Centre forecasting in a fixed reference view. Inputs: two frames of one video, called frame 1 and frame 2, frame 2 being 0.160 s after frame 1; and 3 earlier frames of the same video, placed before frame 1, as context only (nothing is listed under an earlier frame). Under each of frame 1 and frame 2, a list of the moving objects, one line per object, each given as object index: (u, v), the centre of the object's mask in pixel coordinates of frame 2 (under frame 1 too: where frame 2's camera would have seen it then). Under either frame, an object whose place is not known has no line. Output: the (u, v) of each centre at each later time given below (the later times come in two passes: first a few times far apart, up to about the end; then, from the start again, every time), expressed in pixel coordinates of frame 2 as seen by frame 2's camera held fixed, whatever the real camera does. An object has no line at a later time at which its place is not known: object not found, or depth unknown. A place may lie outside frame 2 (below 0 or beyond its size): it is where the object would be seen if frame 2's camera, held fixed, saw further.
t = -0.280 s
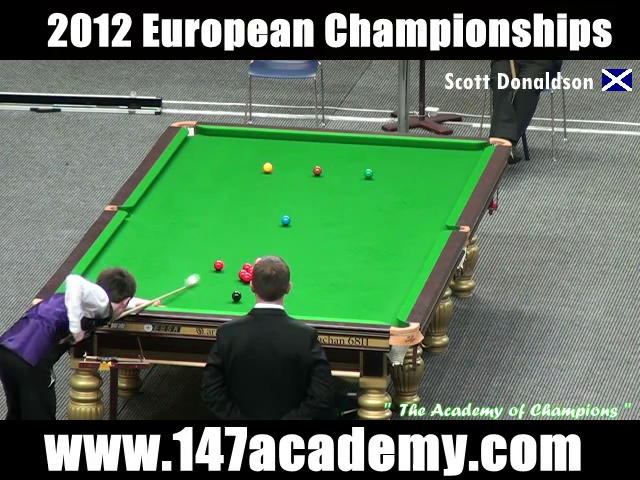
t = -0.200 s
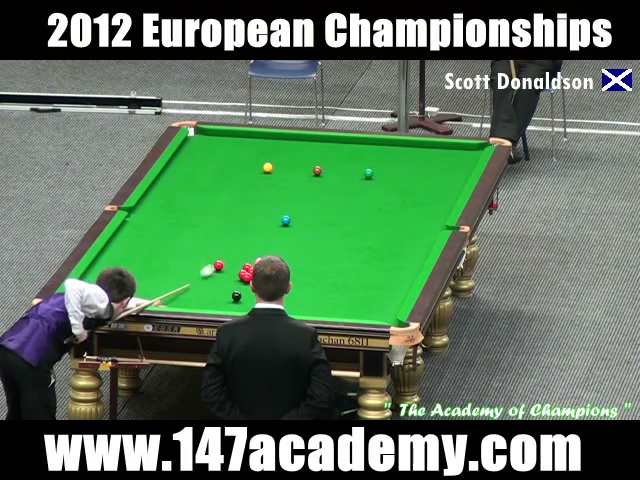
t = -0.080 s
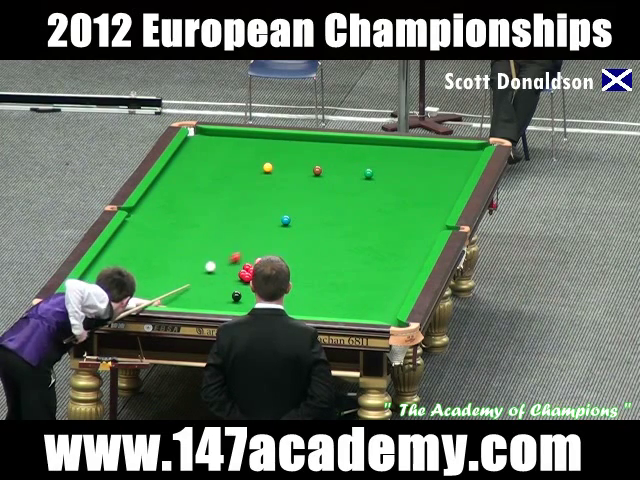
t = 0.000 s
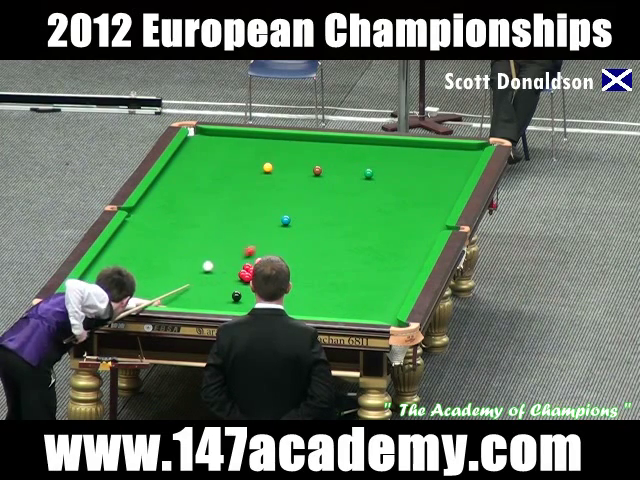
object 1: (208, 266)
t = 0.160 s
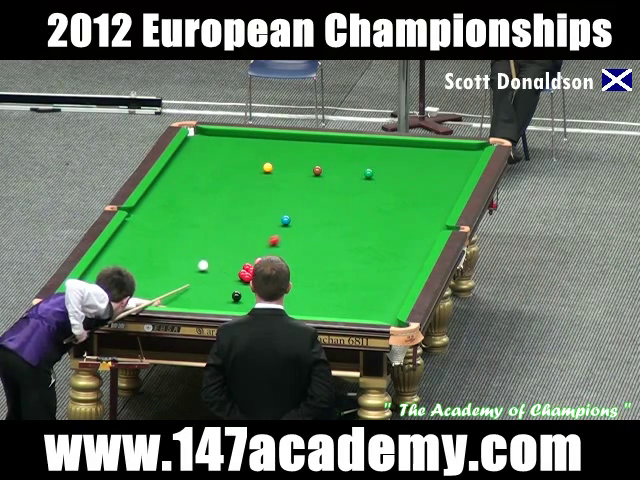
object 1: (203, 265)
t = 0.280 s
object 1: (199, 264)
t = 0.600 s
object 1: (191, 263)
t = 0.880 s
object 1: (185, 262)
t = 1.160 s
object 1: (181, 261)
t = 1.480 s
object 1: (176, 260)
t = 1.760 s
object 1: (173, 259)
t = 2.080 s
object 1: (171, 259)
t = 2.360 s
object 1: (170, 259)
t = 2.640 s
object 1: (170, 259)
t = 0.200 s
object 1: (202, 265)
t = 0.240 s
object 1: (200, 265)
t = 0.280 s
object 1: (199, 264)
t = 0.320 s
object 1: (198, 264)
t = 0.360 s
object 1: (197, 264)
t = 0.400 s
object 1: (196, 264)
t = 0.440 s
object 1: (195, 264)
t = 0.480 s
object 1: (194, 264)
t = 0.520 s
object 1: (193, 263)
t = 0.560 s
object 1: (192, 263)
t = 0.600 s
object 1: (191, 263)
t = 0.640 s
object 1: (190, 263)
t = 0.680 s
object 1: (190, 263)
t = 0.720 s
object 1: (189, 262)
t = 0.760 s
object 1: (188, 262)
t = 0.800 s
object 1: (187, 262)
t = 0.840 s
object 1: (186, 262)
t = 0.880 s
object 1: (185, 262)
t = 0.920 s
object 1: (185, 262)
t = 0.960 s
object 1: (184, 262)
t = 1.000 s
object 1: (183, 261)
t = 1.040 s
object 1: (182, 261)
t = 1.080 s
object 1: (182, 261)
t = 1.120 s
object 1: (181, 261)
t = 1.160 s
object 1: (181, 261)
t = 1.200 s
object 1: (180, 261)
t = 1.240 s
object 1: (179, 260)
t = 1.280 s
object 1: (178, 260)
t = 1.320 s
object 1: (178, 260)
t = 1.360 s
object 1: (177, 260)
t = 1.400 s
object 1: (177, 260)
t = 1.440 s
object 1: (177, 260)
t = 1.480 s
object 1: (176, 260)
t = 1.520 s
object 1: (176, 260)
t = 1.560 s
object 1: (175, 260)
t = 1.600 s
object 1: (175, 260)
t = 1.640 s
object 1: (174, 260)
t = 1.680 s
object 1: (174, 259)
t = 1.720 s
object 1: (173, 259)
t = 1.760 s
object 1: (173, 259)
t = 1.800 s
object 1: (173, 259)
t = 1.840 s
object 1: (172, 259)
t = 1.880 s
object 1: (172, 259)
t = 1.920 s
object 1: (172, 259)
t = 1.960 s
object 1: (172, 259)
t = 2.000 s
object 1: (171, 259)
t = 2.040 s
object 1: (171, 259)
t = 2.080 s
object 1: (171, 259)
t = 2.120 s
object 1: (171, 259)
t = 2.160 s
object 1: (170, 259)
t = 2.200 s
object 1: (170, 259)
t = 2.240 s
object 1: (170, 259)
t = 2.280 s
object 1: (170, 259)
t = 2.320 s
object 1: (170, 259)
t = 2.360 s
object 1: (170, 259)
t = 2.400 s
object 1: (170, 259)
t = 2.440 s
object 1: (170, 259)
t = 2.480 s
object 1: (170, 259)
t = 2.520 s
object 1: (170, 259)
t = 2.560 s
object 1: (170, 259)
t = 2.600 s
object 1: (170, 259)
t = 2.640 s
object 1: (170, 259)
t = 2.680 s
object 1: (170, 259)
